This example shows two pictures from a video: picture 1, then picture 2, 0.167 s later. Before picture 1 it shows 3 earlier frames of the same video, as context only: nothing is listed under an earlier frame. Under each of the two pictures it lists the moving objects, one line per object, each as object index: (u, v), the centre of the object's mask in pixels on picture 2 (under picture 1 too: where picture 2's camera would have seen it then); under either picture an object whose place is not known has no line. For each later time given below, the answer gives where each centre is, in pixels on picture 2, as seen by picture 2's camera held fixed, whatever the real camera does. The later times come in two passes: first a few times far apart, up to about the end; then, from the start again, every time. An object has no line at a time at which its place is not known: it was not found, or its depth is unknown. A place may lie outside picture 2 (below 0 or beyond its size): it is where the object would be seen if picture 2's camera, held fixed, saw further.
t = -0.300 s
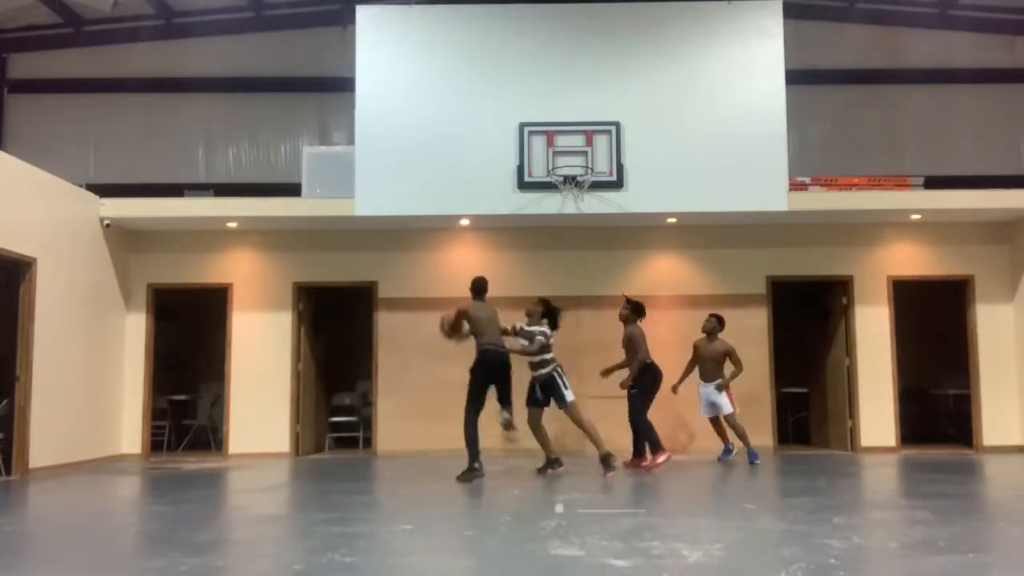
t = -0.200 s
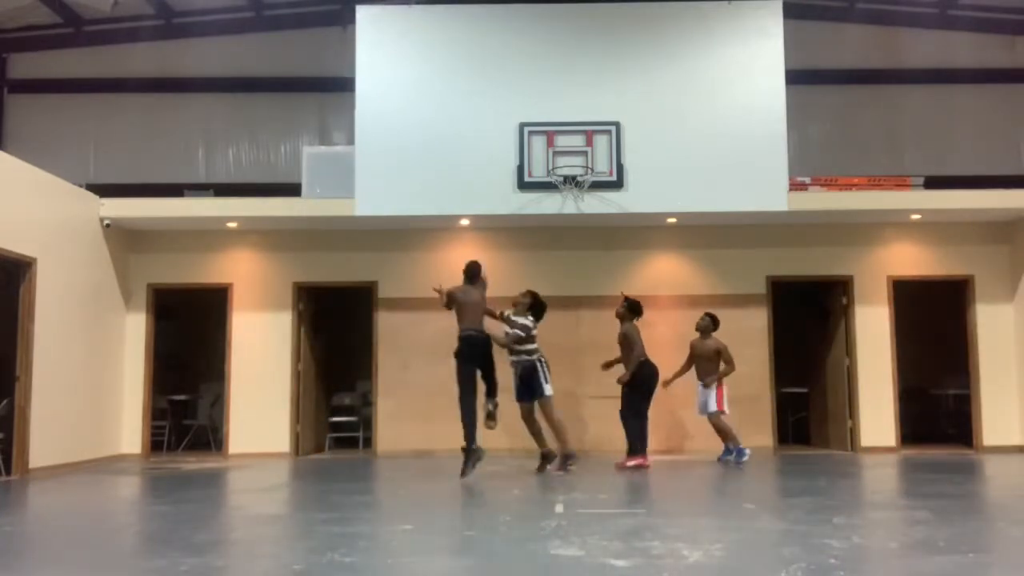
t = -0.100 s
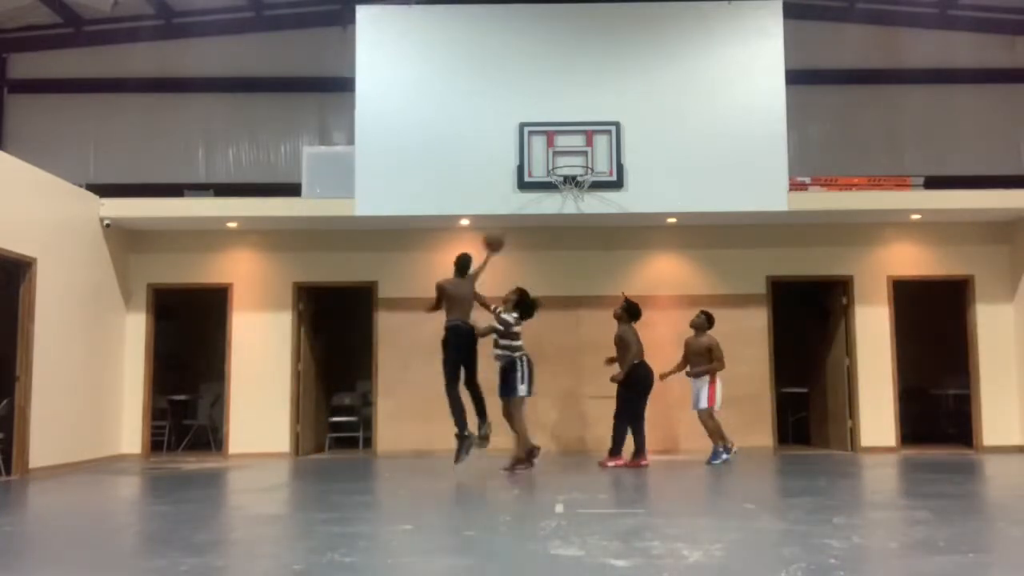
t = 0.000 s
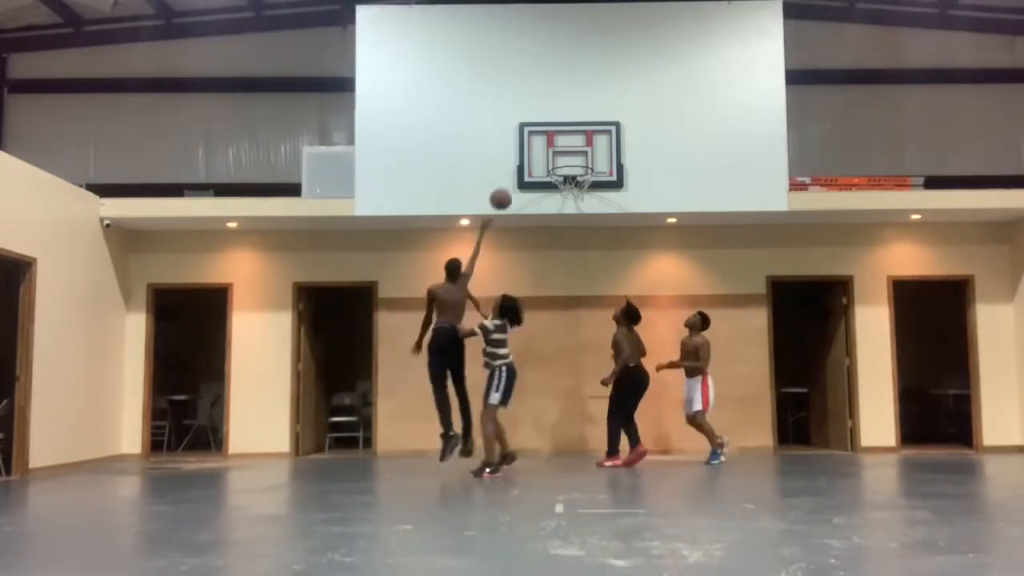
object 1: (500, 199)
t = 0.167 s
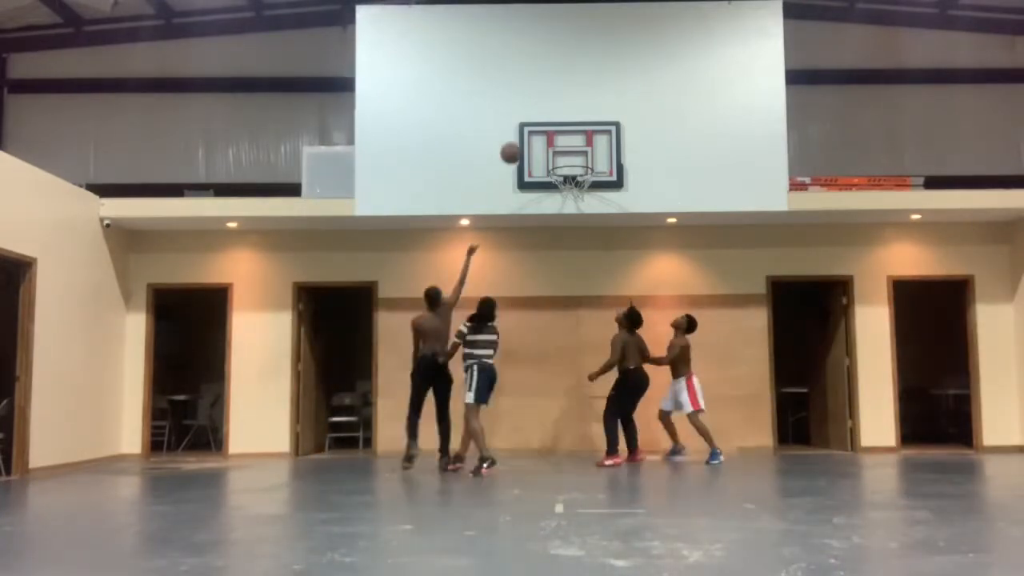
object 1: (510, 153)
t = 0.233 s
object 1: (514, 142)
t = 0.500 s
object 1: (531, 138)
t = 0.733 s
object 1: (541, 173)
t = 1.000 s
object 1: (532, 196)
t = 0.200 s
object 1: (511, 147)
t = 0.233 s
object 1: (514, 142)
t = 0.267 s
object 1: (516, 138)
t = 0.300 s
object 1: (518, 135)
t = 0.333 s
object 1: (520, 133)
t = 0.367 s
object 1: (523, 132)
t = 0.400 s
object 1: (524, 132)
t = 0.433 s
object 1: (527, 133)
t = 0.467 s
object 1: (530, 135)
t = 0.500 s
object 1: (531, 138)
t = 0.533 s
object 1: (533, 141)
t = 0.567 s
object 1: (536, 145)
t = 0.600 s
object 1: (537, 151)
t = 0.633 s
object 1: (539, 158)
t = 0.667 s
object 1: (541, 166)
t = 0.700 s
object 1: (541, 172)
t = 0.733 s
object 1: (541, 173)
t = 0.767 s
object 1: (540, 173)
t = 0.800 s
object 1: (540, 173)
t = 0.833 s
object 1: (539, 173)
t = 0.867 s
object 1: (538, 175)
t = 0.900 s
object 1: (535, 180)
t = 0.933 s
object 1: (535, 185)
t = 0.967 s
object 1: (534, 190)
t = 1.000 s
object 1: (532, 196)
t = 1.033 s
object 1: (531, 204)
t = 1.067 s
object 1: (530, 211)
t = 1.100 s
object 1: (529, 221)
